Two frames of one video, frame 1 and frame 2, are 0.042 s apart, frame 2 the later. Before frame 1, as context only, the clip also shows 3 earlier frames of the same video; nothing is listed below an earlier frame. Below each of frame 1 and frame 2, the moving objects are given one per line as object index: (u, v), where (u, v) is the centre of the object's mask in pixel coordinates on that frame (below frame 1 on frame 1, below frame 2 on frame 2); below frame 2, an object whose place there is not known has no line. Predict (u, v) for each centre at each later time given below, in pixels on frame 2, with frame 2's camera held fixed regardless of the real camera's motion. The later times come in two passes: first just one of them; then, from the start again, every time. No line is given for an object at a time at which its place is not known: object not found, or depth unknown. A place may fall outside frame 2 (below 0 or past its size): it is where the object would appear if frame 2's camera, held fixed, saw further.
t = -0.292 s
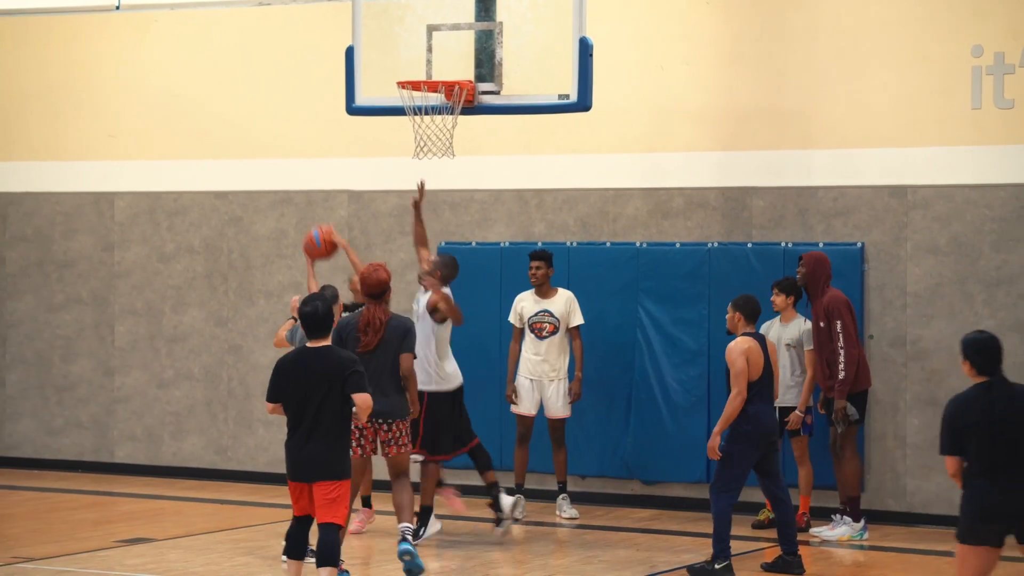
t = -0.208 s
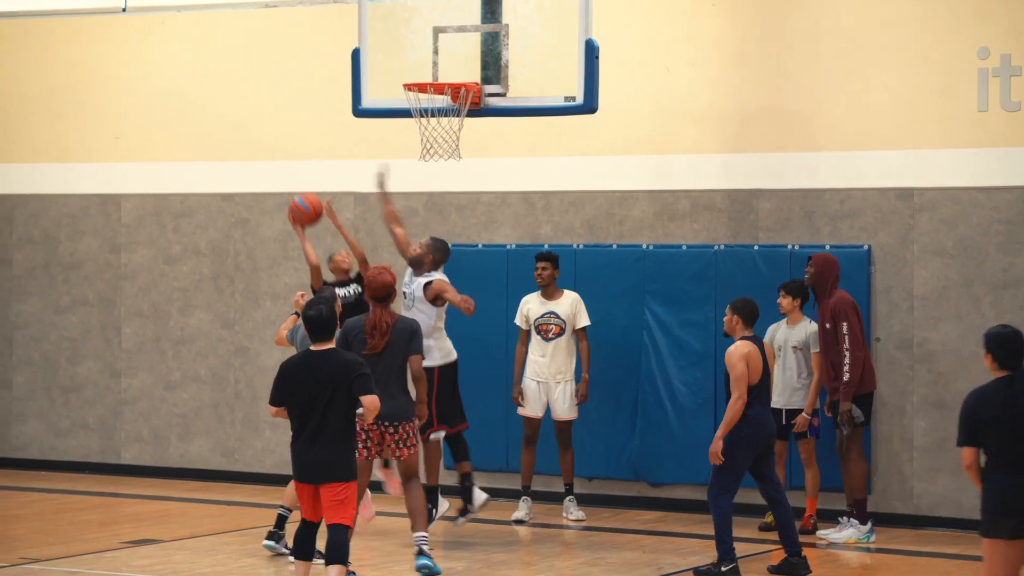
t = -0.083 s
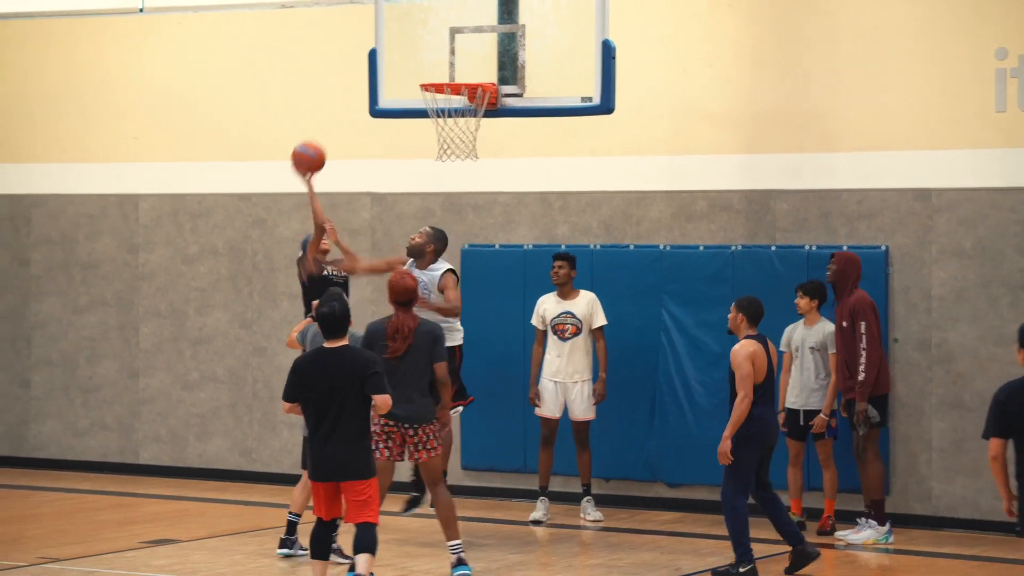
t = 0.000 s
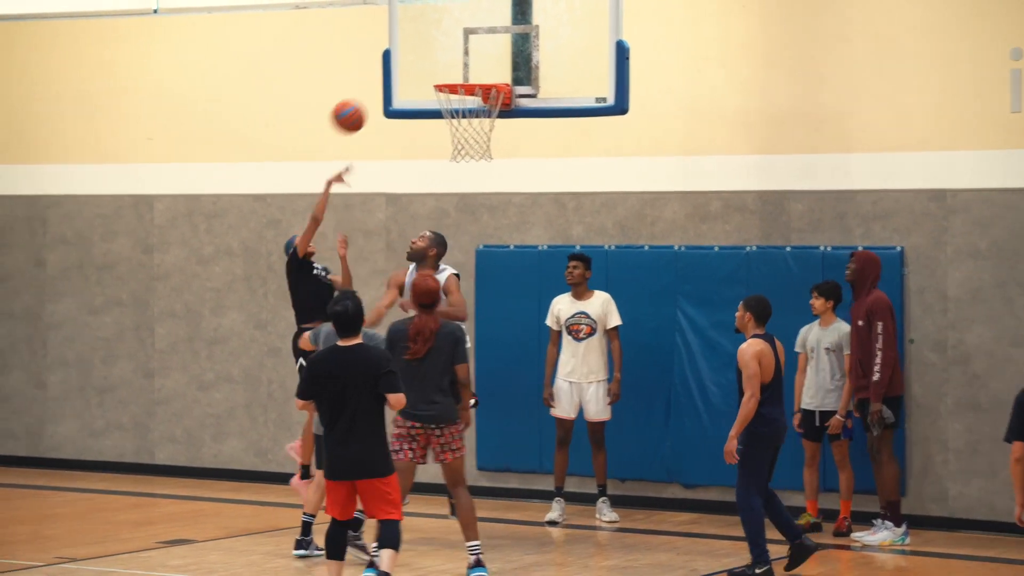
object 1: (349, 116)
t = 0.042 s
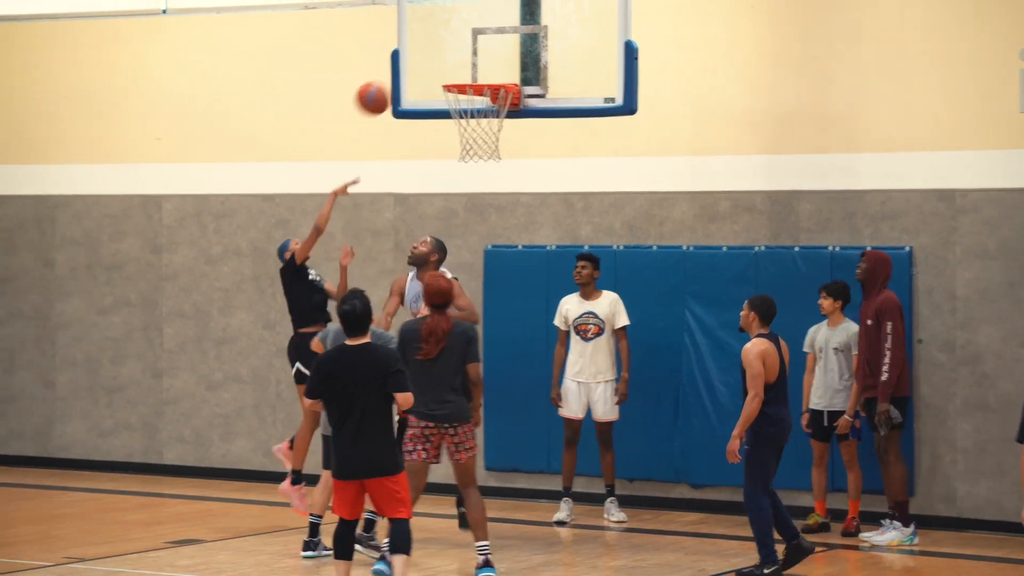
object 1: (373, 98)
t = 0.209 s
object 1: (435, 48)
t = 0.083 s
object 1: (388, 82)
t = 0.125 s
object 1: (403, 69)
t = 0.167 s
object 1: (419, 57)
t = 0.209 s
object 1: (435, 48)
